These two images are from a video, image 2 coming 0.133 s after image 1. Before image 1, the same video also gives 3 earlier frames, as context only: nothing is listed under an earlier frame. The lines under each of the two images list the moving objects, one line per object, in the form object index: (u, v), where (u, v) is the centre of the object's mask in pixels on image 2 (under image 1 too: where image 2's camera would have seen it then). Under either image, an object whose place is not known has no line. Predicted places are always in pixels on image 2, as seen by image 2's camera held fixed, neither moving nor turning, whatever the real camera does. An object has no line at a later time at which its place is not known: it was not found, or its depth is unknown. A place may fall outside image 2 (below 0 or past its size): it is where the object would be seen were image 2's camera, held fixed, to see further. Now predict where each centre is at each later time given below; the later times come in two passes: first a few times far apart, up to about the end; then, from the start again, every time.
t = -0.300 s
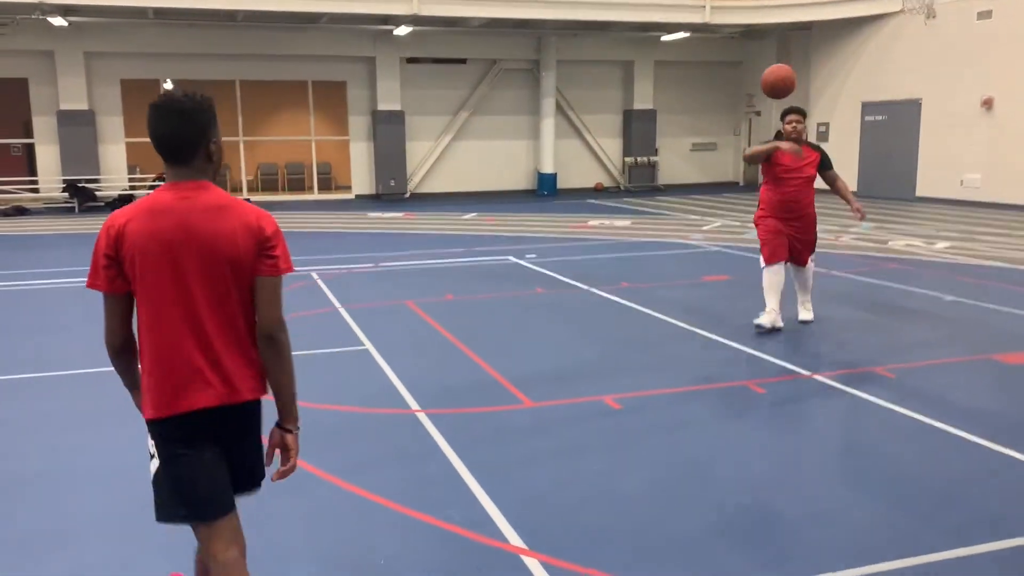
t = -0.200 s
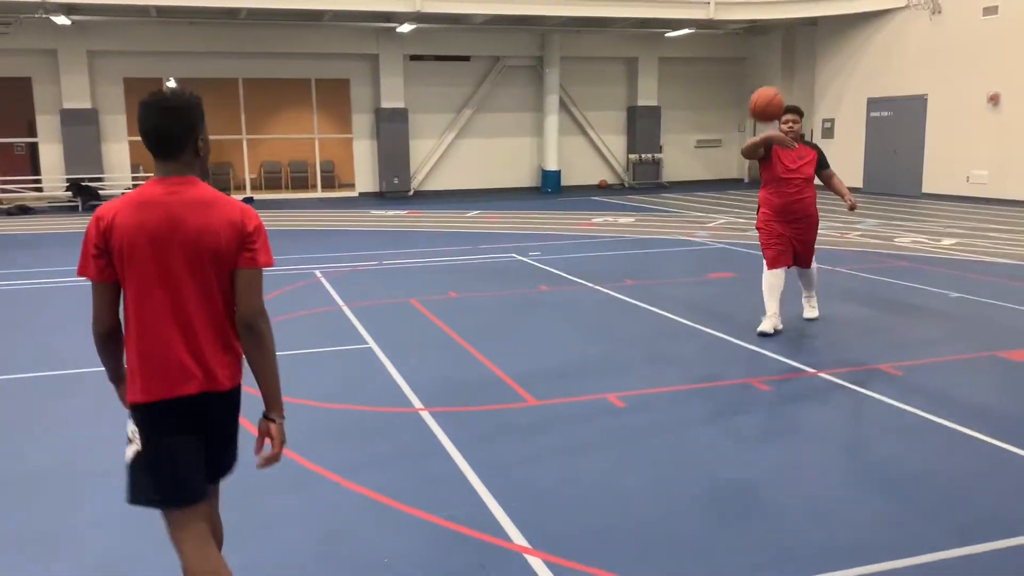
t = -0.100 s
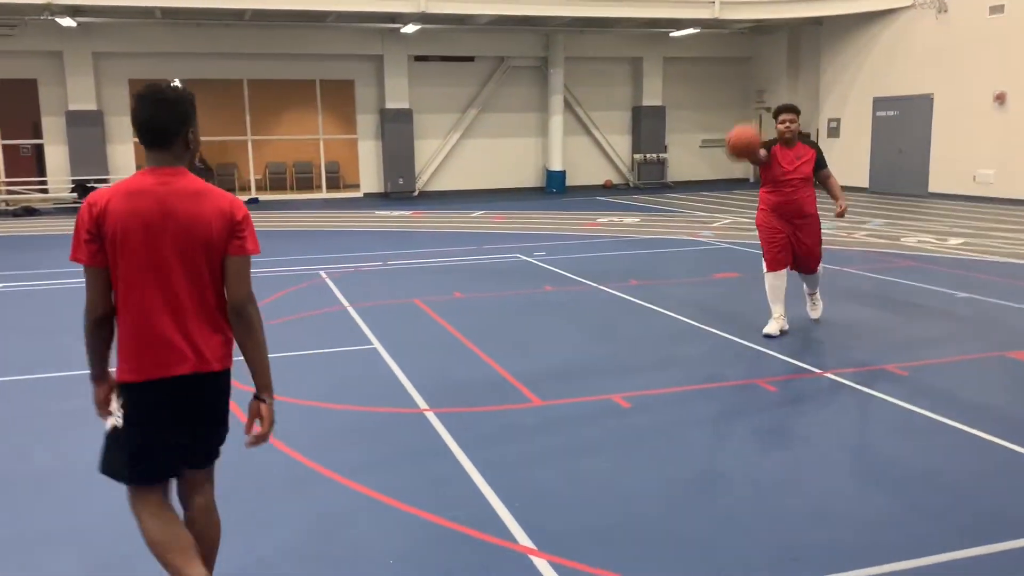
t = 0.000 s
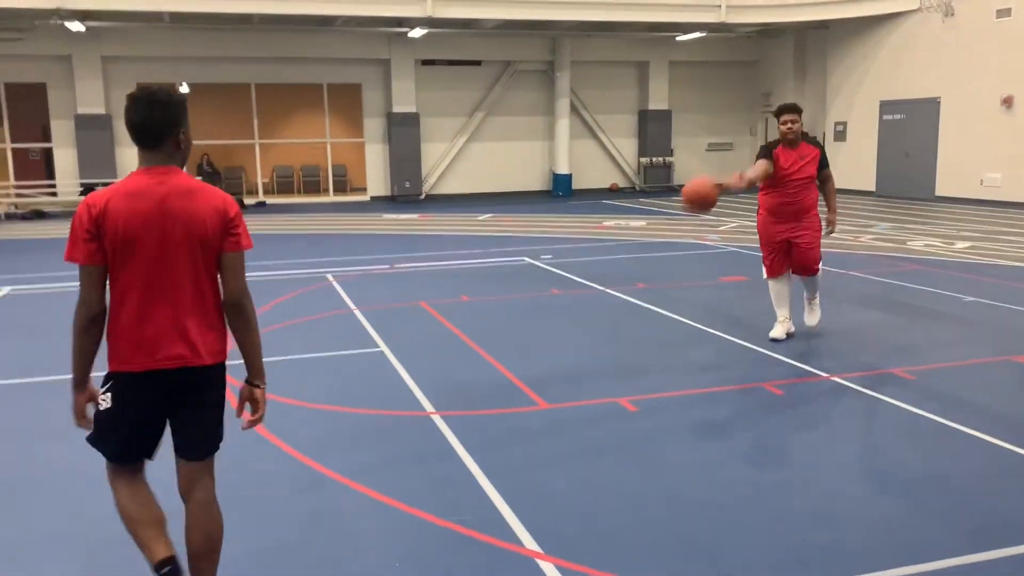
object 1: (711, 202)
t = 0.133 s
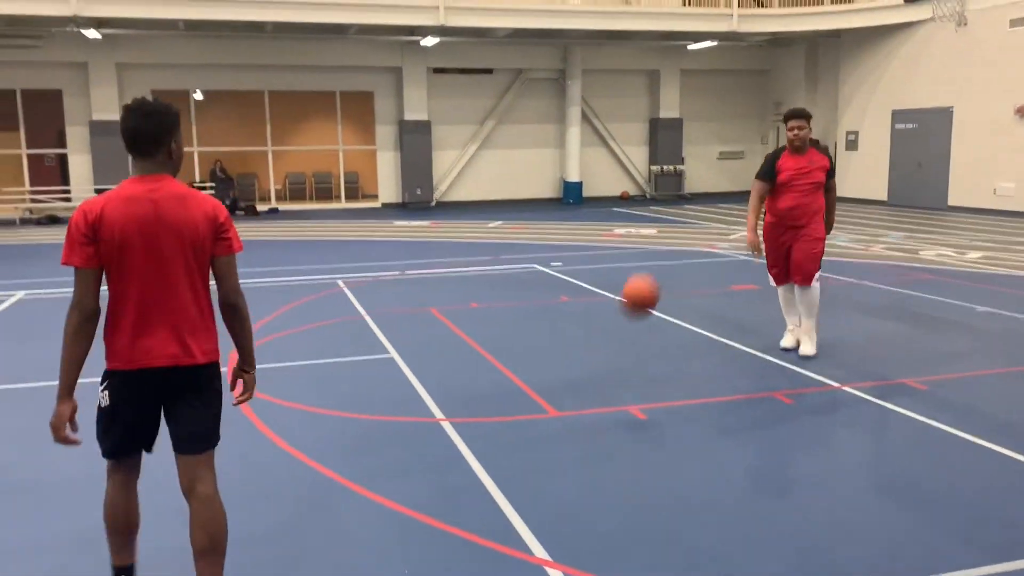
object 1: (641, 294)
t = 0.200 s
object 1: (603, 355)
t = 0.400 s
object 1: (508, 301)
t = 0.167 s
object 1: (621, 325)
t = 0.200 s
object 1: (603, 355)
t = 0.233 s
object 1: (584, 387)
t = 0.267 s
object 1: (569, 370)
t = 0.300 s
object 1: (555, 351)
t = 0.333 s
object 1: (539, 333)
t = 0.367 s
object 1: (524, 317)
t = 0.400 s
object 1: (508, 301)
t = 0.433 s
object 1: (492, 288)
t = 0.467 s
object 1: (475, 276)
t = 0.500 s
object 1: (459, 265)
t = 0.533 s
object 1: (442, 256)
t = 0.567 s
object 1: (424, 249)
